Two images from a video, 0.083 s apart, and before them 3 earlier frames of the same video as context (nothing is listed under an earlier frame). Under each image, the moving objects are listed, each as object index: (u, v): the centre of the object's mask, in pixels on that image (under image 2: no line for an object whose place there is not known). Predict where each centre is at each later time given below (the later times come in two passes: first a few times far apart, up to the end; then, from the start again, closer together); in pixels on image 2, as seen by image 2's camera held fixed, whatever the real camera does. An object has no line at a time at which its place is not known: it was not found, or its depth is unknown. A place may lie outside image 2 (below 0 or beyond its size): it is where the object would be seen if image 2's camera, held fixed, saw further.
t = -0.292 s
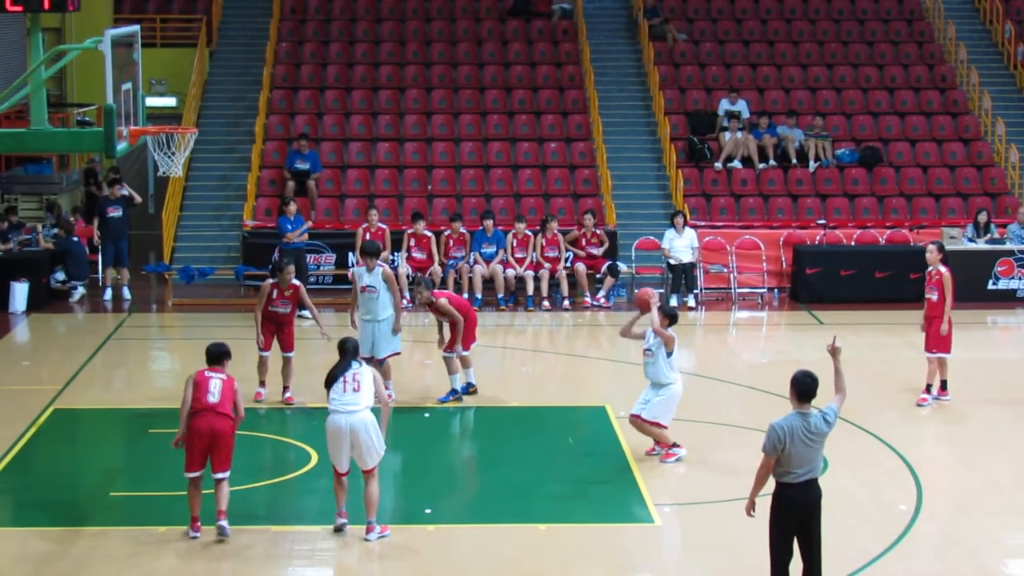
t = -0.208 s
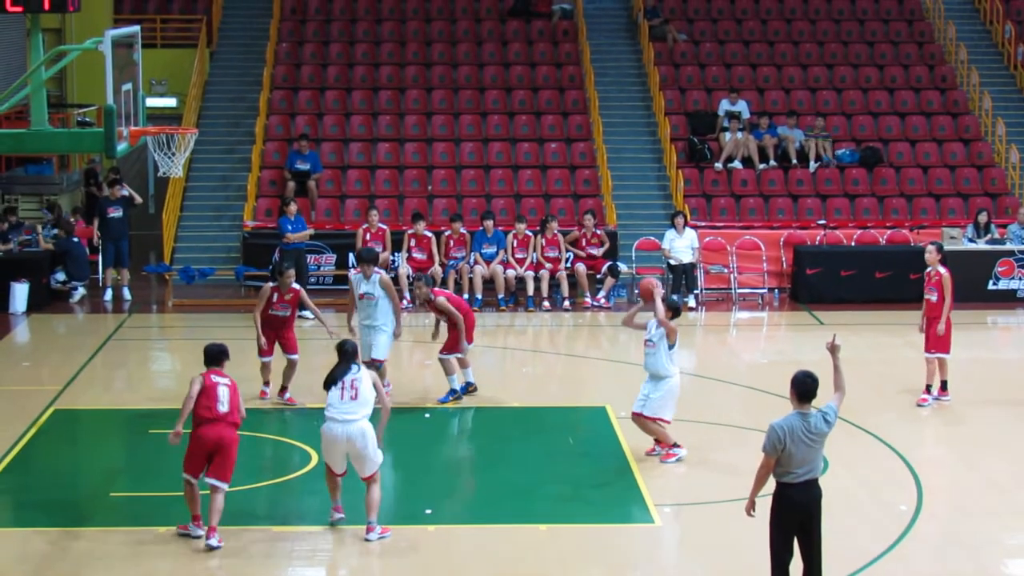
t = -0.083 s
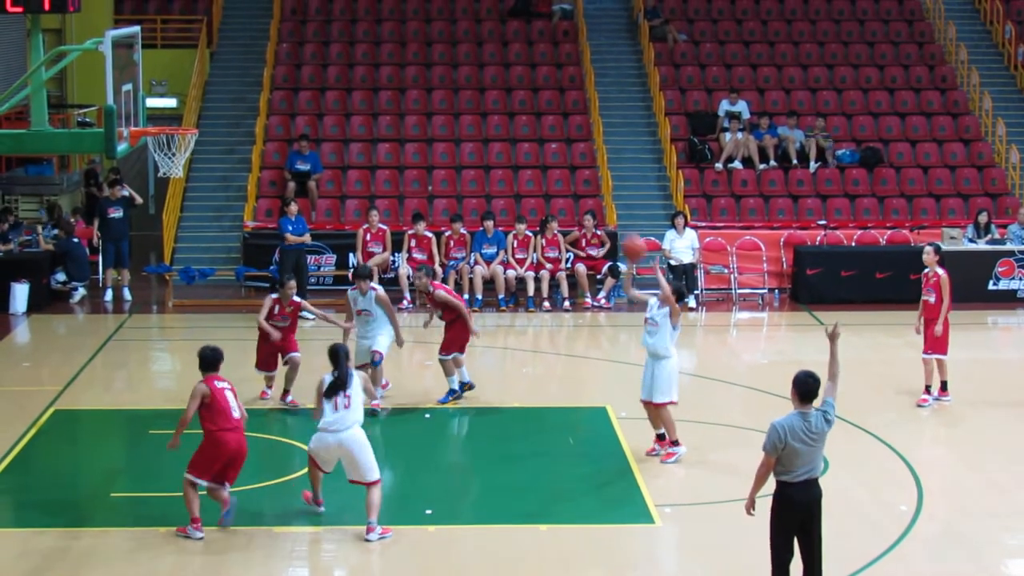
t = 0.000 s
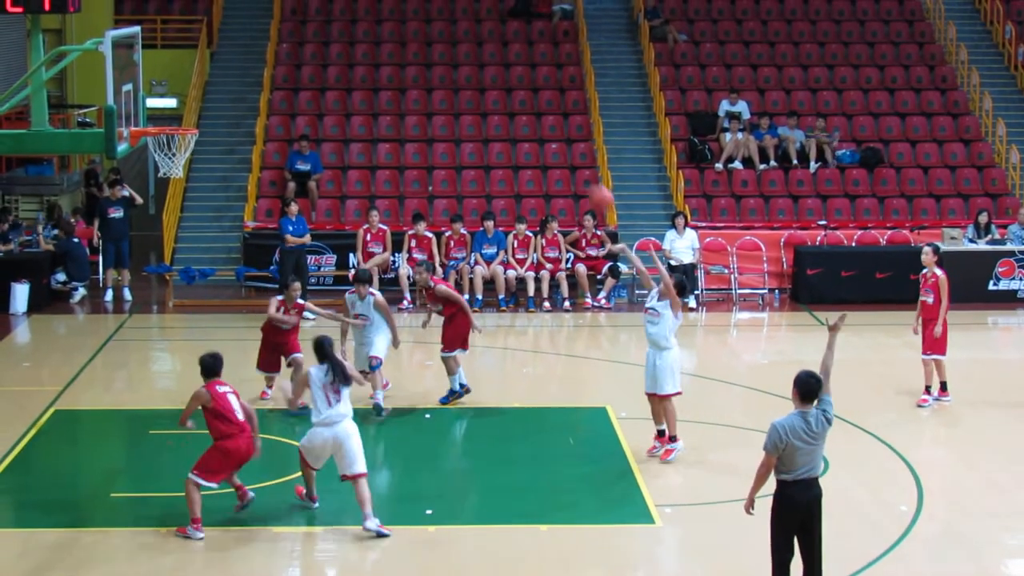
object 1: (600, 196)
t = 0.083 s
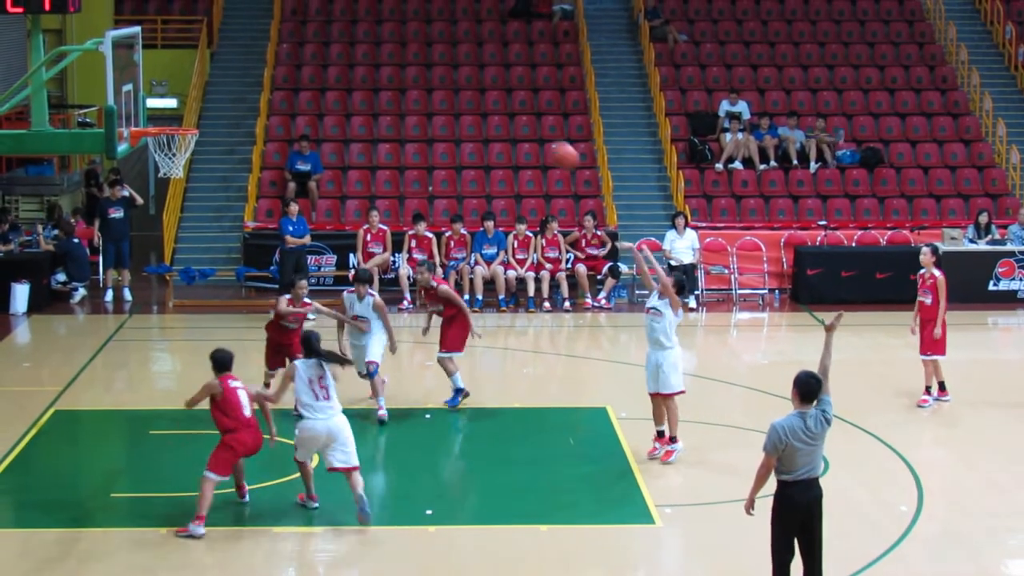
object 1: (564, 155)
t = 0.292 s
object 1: (470, 76)
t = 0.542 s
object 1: (357, 39)
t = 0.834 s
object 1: (226, 79)
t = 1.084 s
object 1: (162, 162)
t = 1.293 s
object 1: (181, 203)
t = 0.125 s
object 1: (545, 136)
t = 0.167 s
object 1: (526, 118)
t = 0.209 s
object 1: (508, 102)
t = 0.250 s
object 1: (489, 88)
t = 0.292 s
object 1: (470, 76)
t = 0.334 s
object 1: (451, 64)
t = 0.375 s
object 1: (433, 56)
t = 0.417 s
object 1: (414, 49)
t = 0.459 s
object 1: (395, 44)
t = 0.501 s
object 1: (376, 40)
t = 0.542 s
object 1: (357, 39)
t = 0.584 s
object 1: (338, 39)
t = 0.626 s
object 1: (320, 41)
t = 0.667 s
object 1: (302, 45)
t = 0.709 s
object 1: (283, 51)
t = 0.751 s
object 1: (263, 58)
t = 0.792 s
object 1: (244, 68)
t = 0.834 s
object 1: (226, 79)
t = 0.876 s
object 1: (208, 91)
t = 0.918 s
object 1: (189, 108)
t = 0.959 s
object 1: (169, 121)
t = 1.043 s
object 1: (159, 151)
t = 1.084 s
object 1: (162, 162)
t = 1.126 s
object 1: (165, 167)
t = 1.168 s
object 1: (168, 173)
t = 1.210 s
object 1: (172, 181)
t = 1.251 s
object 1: (176, 191)
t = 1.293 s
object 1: (181, 203)
